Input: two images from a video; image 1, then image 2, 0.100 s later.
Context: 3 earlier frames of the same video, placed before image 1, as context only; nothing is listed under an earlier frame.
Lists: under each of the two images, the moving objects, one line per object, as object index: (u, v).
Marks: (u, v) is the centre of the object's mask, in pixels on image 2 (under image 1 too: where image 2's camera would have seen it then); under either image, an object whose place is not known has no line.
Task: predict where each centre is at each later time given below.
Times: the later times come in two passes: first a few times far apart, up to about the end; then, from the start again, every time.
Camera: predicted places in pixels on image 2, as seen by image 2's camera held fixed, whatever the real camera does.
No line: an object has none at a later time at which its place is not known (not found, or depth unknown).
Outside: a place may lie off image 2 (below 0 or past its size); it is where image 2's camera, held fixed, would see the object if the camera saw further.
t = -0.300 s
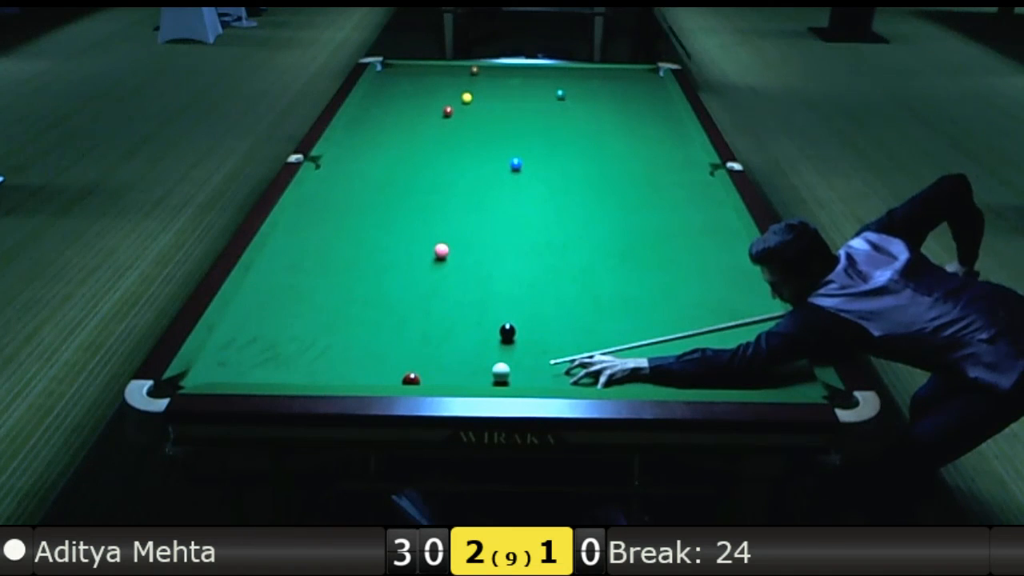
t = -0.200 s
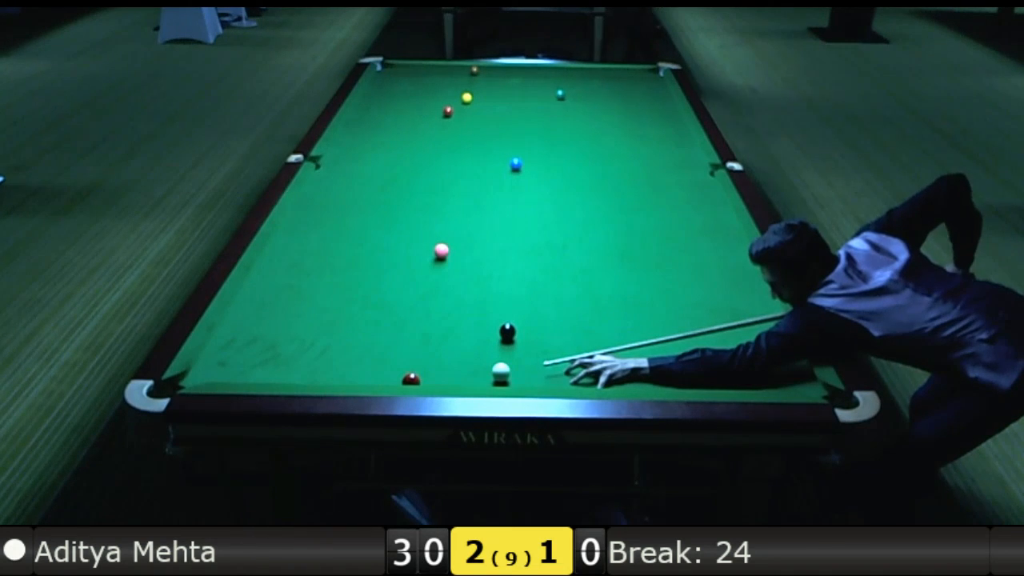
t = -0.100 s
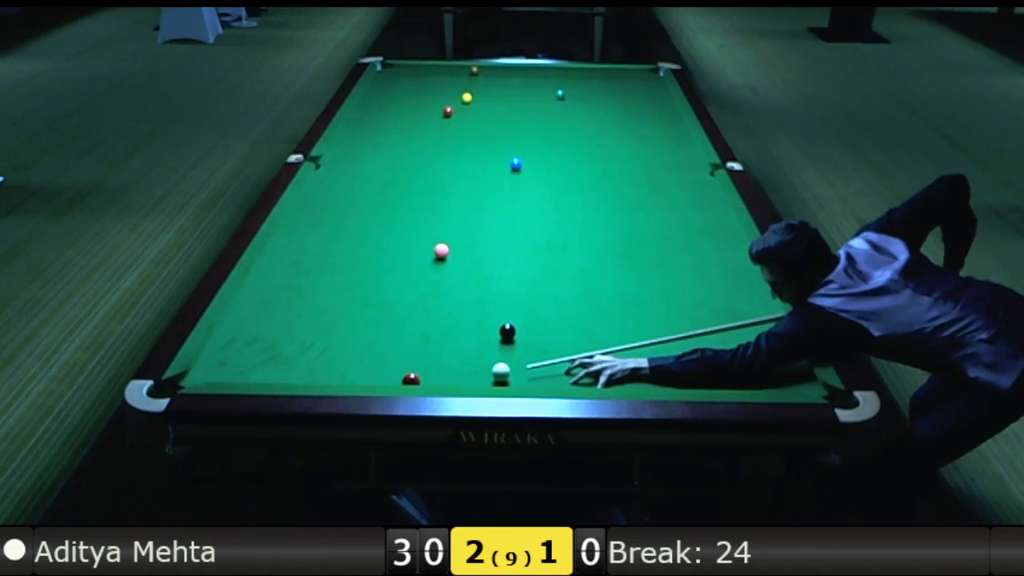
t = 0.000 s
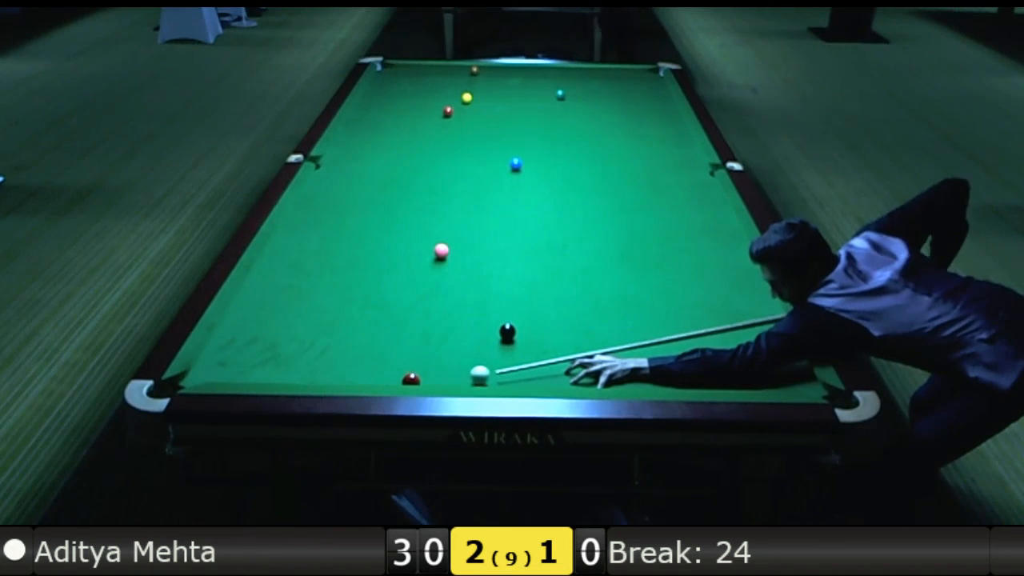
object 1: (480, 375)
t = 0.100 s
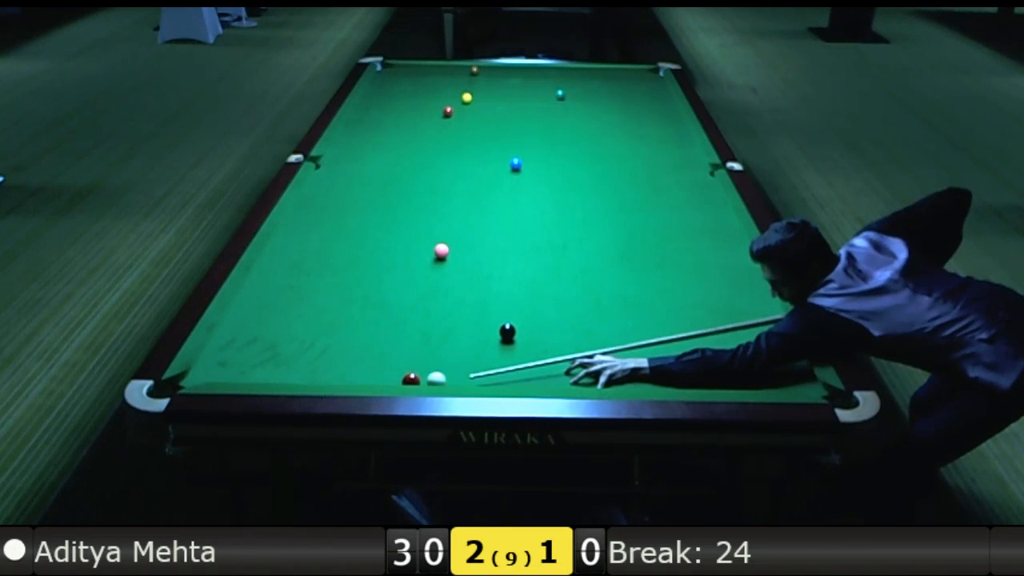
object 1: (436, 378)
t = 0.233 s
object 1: (427, 377)
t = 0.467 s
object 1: (413, 372)
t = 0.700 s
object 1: (401, 366)
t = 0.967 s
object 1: (388, 359)
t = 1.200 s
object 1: (379, 354)
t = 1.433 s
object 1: (370, 351)
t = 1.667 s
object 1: (362, 347)
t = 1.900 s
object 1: (356, 344)
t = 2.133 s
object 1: (351, 341)
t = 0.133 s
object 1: (429, 379)
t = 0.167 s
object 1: (429, 378)
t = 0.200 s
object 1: (429, 378)
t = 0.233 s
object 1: (427, 377)
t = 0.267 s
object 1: (425, 376)
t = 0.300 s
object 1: (423, 375)
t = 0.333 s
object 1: (421, 375)
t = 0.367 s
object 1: (419, 374)
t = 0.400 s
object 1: (417, 374)
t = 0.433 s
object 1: (415, 373)
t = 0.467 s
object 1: (413, 372)
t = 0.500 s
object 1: (411, 371)
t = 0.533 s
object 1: (410, 370)
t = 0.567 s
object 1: (408, 369)
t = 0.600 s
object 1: (406, 368)
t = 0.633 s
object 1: (404, 368)
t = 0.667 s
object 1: (403, 367)
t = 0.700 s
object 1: (401, 366)
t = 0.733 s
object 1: (399, 365)
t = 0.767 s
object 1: (398, 364)
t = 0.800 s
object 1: (396, 363)
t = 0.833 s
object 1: (394, 362)
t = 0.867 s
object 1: (393, 362)
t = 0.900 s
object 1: (391, 361)
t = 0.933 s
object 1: (390, 360)
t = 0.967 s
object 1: (388, 359)
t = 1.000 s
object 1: (387, 359)
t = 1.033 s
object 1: (386, 358)
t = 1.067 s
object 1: (384, 357)
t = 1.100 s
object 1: (383, 357)
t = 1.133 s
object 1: (381, 356)
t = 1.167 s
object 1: (380, 355)
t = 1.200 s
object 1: (379, 354)
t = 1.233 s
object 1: (377, 354)
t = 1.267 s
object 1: (376, 353)
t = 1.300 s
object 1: (375, 353)
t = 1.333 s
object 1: (373, 352)
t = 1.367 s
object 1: (372, 352)
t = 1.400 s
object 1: (371, 351)
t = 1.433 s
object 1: (370, 351)
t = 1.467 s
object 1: (369, 350)
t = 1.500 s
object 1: (368, 349)
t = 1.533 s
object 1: (367, 349)
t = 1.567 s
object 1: (366, 348)
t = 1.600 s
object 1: (364, 348)
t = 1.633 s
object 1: (363, 347)
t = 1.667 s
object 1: (362, 347)
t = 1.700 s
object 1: (361, 346)
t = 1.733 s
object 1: (361, 346)
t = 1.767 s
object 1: (359, 345)
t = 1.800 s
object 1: (359, 345)
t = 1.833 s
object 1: (358, 344)
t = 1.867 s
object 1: (357, 344)
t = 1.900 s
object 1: (356, 344)
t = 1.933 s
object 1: (355, 343)
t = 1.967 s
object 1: (354, 343)
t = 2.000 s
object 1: (354, 343)
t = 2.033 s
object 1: (353, 342)
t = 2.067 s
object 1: (352, 342)
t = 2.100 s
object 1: (351, 342)
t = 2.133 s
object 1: (351, 341)
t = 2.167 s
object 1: (350, 341)
